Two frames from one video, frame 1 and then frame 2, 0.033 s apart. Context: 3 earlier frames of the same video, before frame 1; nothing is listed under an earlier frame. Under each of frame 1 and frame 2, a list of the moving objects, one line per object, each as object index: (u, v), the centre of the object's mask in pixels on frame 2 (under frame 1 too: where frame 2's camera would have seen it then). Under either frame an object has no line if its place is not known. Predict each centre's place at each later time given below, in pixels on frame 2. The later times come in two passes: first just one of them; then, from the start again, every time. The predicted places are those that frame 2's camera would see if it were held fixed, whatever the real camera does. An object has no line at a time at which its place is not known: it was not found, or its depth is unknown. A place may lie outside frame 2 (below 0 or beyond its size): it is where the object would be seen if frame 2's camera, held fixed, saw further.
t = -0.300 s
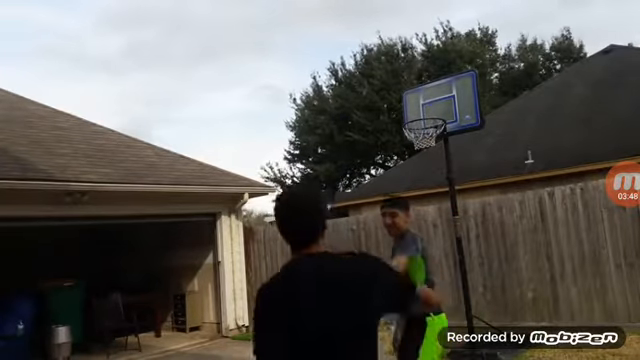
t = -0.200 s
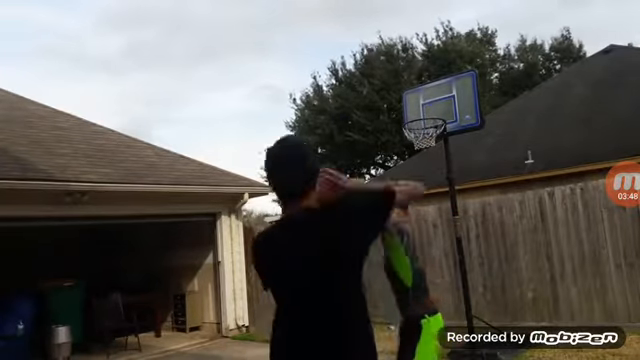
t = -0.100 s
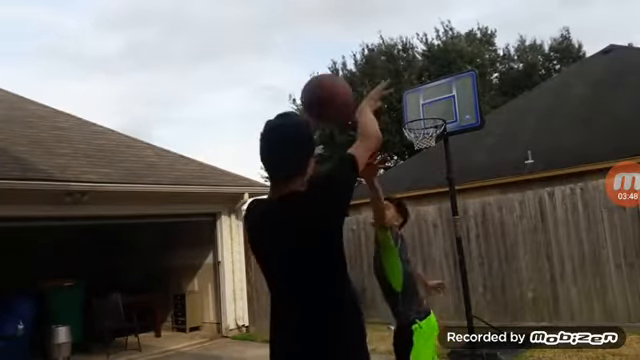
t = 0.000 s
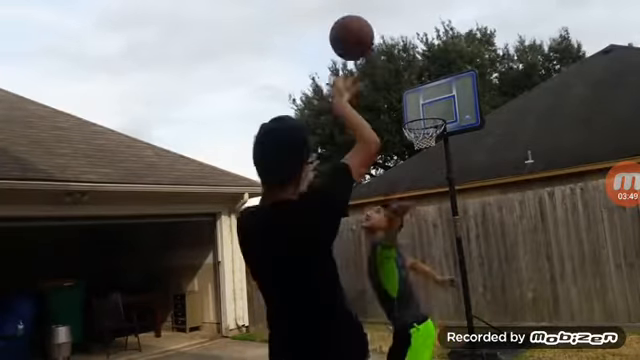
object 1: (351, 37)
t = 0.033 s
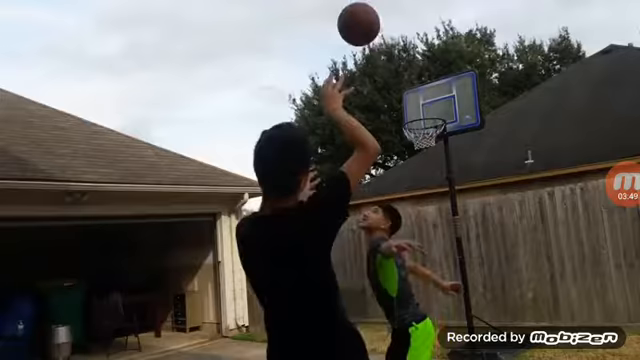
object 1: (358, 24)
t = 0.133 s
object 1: (376, 8)
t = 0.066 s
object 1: (364, 16)
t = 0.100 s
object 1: (370, 11)
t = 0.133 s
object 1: (376, 8)
